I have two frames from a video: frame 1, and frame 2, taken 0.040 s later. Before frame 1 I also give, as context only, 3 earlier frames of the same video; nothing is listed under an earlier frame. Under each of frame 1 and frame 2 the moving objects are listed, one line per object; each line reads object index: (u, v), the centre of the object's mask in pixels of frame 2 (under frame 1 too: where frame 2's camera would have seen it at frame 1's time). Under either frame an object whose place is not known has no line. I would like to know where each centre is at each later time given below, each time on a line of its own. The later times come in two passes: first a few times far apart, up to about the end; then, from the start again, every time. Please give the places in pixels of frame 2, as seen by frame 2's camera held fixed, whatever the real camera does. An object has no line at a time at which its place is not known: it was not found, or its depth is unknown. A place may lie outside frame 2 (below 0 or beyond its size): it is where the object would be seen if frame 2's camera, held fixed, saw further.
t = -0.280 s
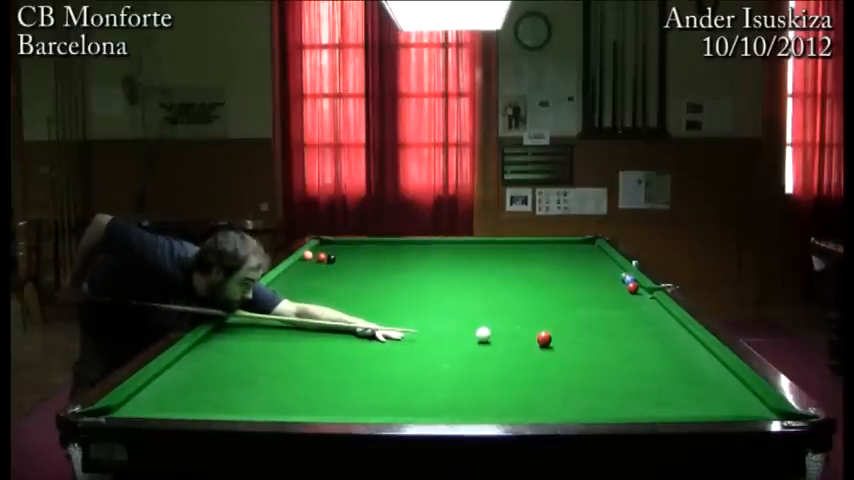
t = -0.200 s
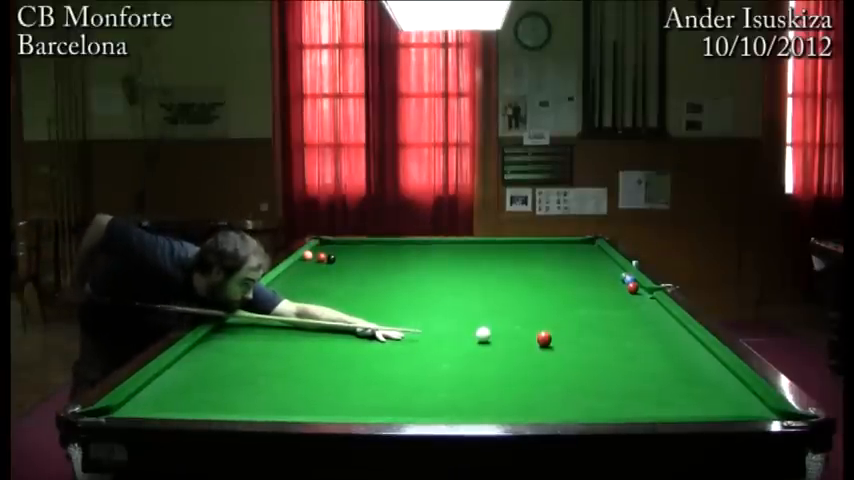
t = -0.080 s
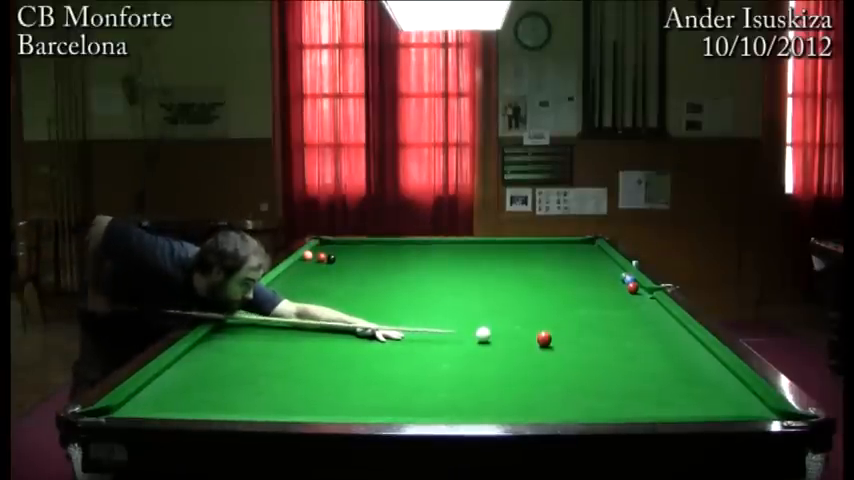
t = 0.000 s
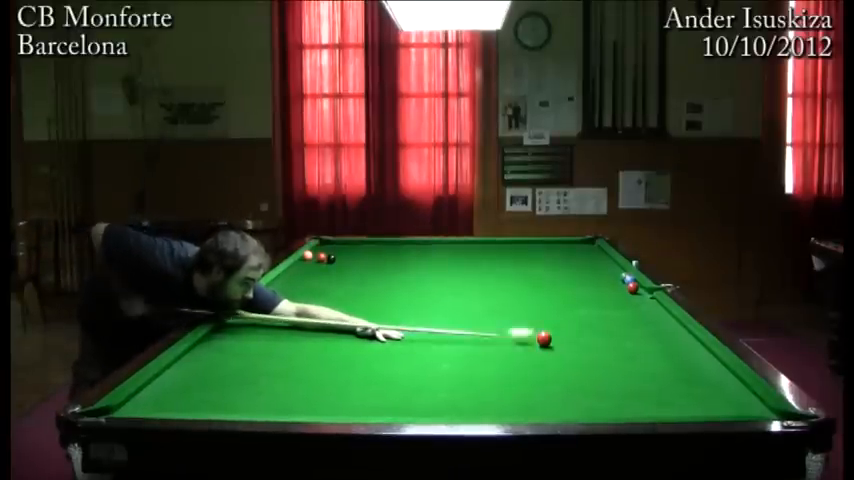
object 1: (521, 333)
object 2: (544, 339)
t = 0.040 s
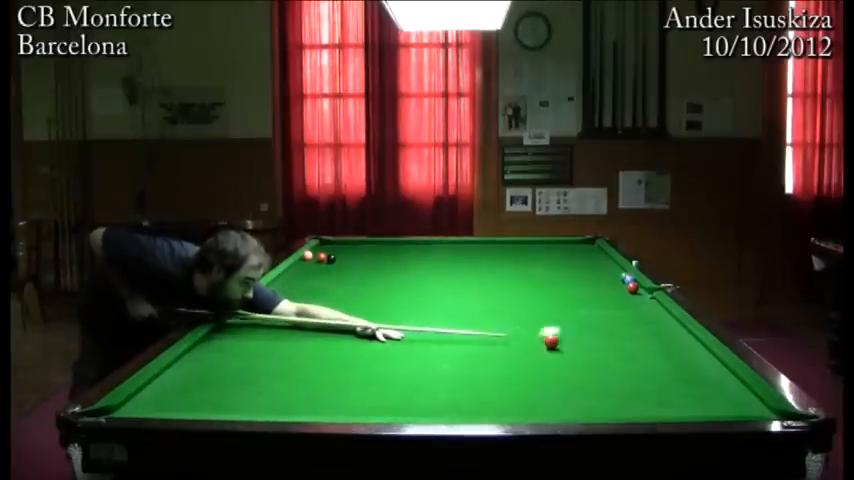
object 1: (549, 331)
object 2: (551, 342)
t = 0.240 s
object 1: (652, 320)
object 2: (603, 360)
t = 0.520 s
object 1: (579, 313)
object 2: (679, 385)
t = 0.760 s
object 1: (503, 309)
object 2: (754, 408)
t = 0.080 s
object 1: (573, 329)
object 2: (562, 345)
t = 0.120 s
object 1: (594, 326)
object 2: (573, 349)
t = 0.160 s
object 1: (614, 324)
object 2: (583, 353)
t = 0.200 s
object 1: (634, 322)
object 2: (594, 356)
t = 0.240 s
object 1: (652, 320)
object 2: (603, 360)
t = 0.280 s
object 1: (669, 318)
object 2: (614, 363)
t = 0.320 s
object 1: (655, 317)
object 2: (624, 367)
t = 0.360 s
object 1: (637, 316)
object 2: (634, 370)
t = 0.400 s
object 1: (621, 315)
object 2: (645, 373)
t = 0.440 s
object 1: (607, 315)
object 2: (655, 377)
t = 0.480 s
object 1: (593, 314)
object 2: (667, 381)
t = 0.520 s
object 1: (579, 313)
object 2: (679, 385)
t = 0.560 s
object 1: (566, 312)
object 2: (690, 389)
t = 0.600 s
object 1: (553, 312)
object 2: (702, 393)
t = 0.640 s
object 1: (540, 311)
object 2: (715, 397)
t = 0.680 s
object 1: (528, 310)
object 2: (728, 402)
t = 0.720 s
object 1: (516, 309)
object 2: (741, 405)
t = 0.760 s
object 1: (503, 309)
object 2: (754, 408)
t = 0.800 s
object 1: (491, 308)
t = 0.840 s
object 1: (479, 307)
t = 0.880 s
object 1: (467, 306)
